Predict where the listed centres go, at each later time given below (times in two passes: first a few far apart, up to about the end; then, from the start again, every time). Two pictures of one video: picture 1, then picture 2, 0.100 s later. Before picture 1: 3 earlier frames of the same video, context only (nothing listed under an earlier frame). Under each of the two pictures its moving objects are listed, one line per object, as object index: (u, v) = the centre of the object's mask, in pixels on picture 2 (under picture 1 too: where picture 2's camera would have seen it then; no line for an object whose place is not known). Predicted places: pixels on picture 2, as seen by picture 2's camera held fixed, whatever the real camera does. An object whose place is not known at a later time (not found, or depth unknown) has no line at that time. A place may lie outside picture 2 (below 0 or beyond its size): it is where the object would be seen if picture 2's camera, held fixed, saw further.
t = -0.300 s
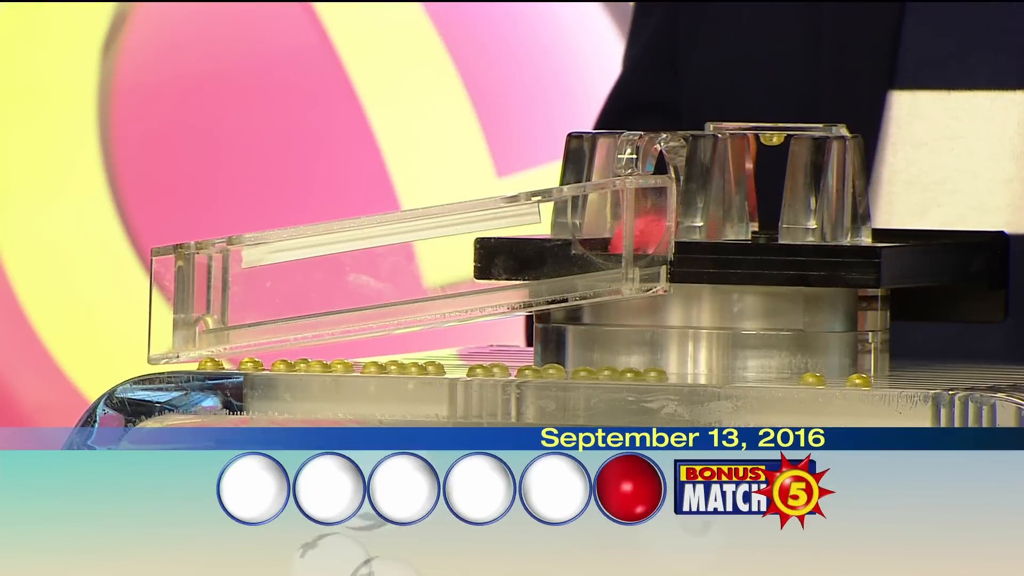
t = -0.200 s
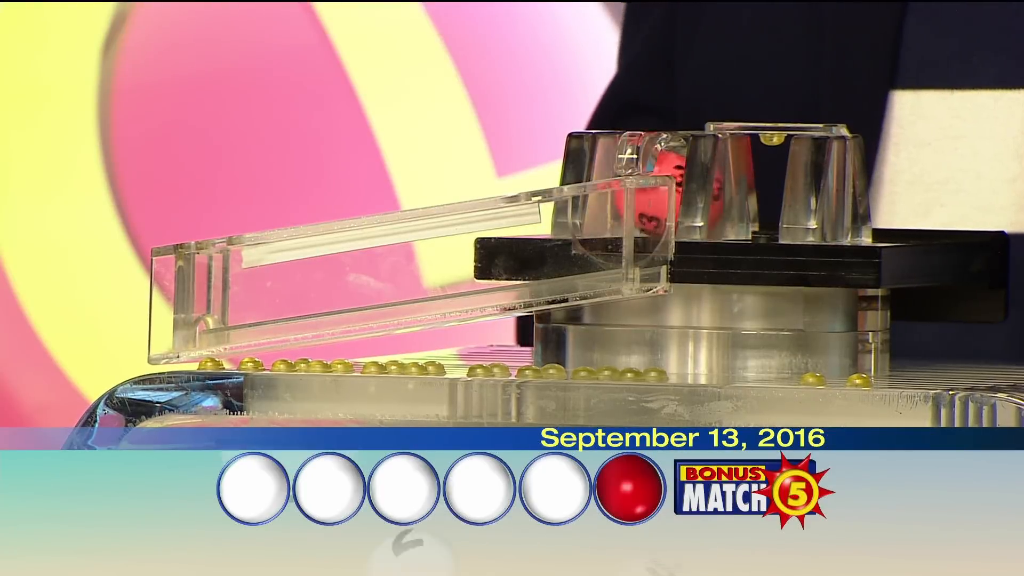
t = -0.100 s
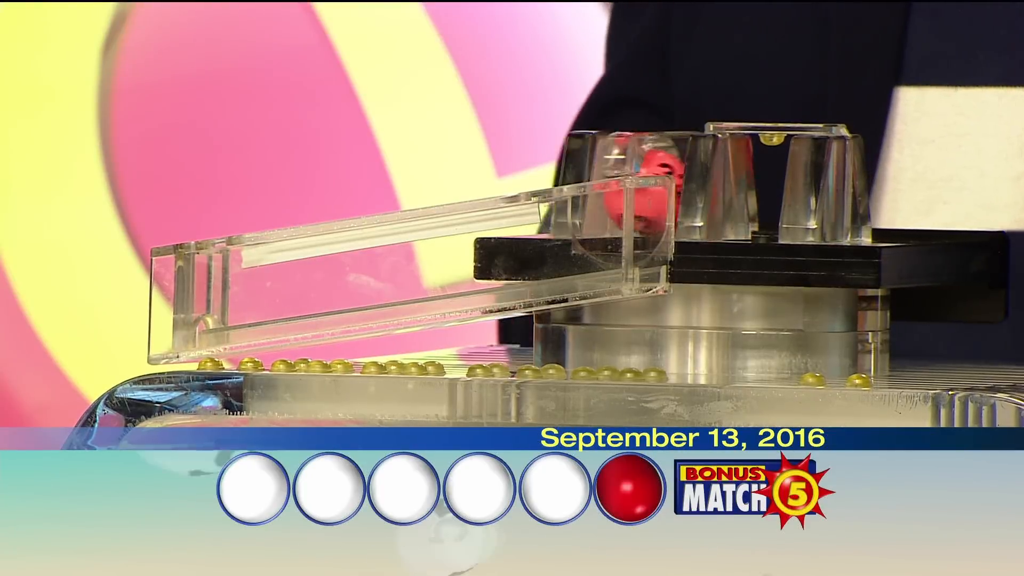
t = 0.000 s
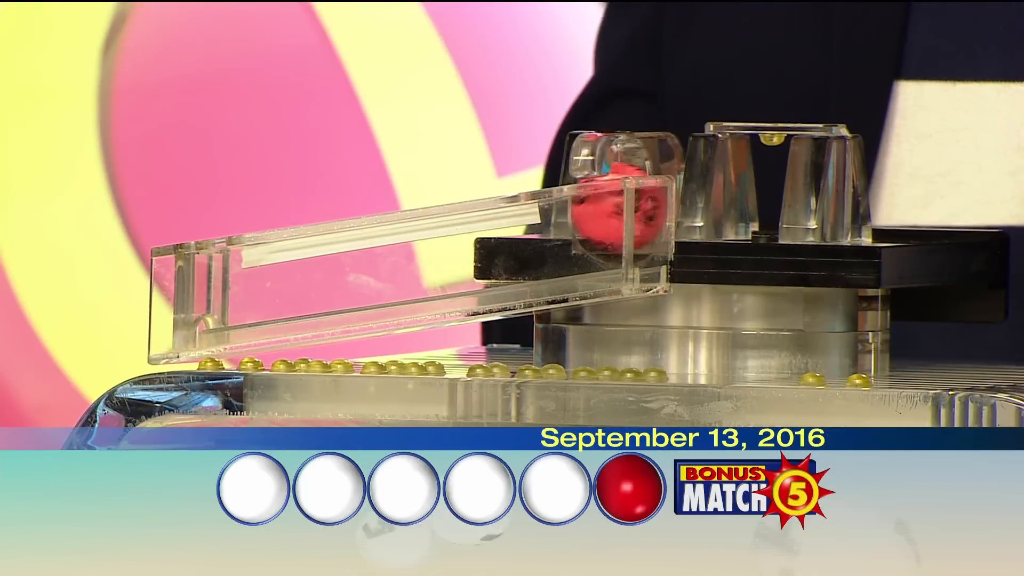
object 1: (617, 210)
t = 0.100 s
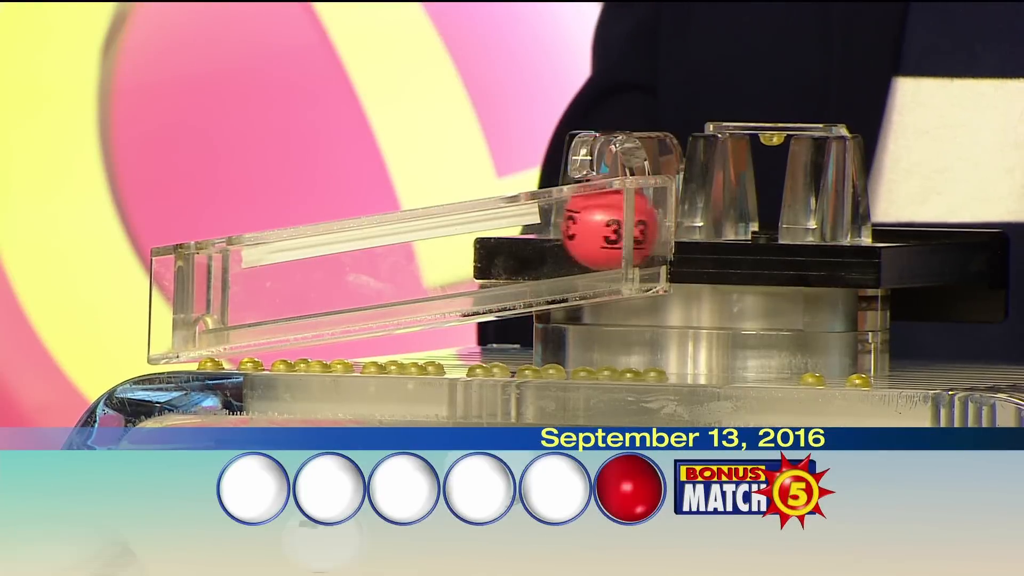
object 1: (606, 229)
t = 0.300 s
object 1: (591, 231)
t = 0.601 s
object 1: (554, 243)
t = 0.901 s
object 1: (429, 265)
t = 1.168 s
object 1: (265, 288)
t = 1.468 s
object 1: (251, 292)
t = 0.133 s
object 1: (591, 231)
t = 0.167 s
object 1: (601, 230)
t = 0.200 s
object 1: (602, 230)
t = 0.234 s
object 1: (602, 230)
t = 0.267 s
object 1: (592, 231)
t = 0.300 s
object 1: (591, 231)
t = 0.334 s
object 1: (591, 231)
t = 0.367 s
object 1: (590, 232)
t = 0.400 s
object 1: (586, 237)
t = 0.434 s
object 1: (585, 235)
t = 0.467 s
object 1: (581, 238)
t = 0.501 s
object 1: (578, 238)
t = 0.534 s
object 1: (569, 241)
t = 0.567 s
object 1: (562, 241)
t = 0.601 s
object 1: (554, 243)
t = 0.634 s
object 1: (543, 245)
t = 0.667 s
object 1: (532, 247)
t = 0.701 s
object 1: (520, 251)
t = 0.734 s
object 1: (508, 253)
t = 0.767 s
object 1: (494, 256)
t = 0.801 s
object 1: (479, 256)
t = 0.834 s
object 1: (464, 260)
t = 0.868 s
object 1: (447, 263)
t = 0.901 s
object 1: (429, 265)
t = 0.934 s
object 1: (412, 265)
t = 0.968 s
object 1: (394, 270)
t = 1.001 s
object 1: (375, 273)
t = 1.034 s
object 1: (355, 276)
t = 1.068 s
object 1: (333, 279)
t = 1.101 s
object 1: (312, 282)
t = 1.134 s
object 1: (289, 285)
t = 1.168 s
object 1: (265, 288)
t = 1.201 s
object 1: (256, 288)
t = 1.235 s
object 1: (267, 287)
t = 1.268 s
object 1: (269, 287)
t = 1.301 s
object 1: (265, 290)
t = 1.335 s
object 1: (258, 288)
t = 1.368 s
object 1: (252, 292)
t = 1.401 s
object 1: (252, 291)
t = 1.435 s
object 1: (251, 291)
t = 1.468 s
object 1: (251, 292)
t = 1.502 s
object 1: (251, 291)
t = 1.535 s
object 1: (251, 291)
